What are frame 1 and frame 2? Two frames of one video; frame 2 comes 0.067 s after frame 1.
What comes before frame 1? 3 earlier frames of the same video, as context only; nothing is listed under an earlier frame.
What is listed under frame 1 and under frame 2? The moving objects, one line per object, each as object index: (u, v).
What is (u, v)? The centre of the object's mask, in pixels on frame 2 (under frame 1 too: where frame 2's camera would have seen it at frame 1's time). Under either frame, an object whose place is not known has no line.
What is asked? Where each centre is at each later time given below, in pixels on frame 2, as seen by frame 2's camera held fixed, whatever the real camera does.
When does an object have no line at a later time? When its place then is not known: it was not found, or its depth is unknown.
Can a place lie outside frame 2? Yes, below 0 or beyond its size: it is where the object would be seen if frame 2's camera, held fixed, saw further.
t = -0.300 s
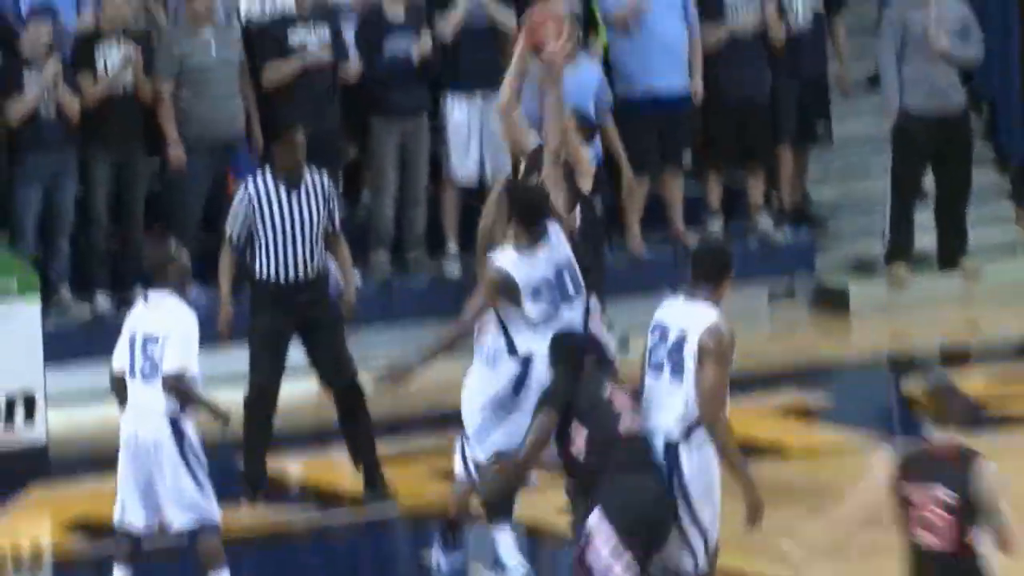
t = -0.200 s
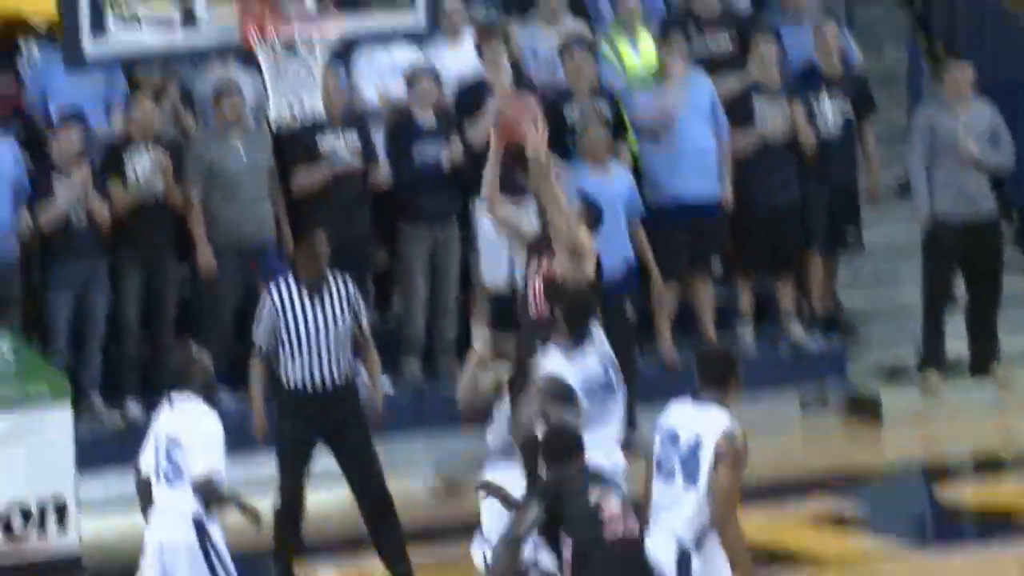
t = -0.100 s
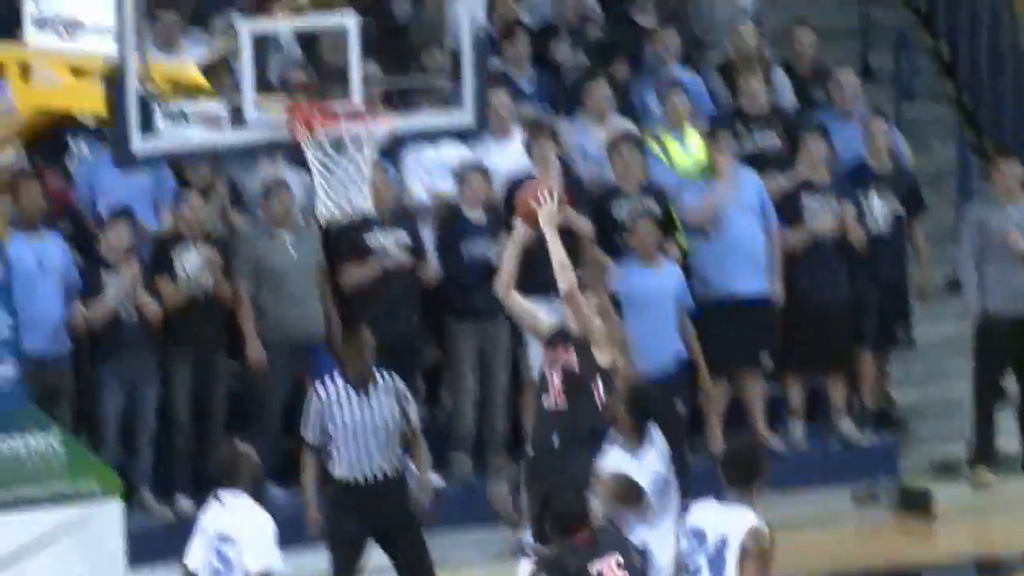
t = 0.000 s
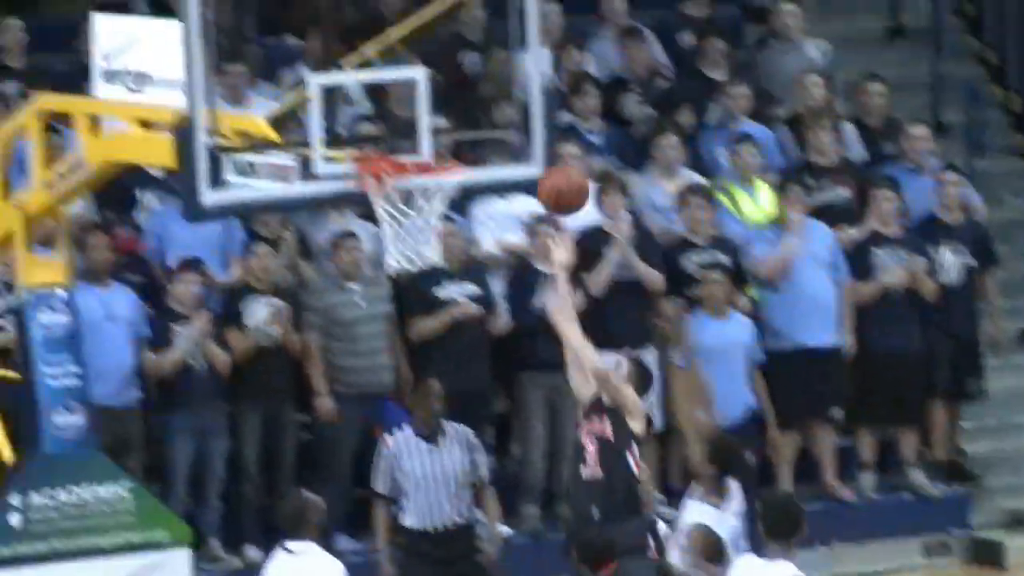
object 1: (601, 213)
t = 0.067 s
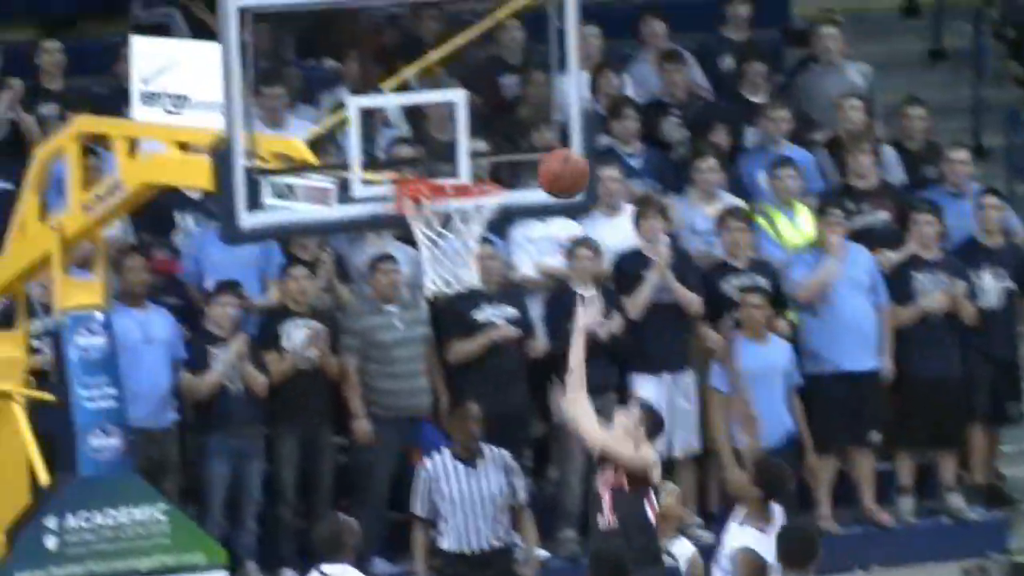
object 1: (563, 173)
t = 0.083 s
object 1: (554, 165)
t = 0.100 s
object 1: (546, 158)
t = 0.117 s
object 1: (536, 151)
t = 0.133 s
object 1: (527, 143)
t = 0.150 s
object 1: (517, 138)
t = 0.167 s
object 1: (508, 132)
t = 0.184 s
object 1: (499, 127)
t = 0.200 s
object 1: (490, 124)
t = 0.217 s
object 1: (481, 120)
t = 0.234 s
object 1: (471, 116)
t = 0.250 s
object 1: (465, 112)
